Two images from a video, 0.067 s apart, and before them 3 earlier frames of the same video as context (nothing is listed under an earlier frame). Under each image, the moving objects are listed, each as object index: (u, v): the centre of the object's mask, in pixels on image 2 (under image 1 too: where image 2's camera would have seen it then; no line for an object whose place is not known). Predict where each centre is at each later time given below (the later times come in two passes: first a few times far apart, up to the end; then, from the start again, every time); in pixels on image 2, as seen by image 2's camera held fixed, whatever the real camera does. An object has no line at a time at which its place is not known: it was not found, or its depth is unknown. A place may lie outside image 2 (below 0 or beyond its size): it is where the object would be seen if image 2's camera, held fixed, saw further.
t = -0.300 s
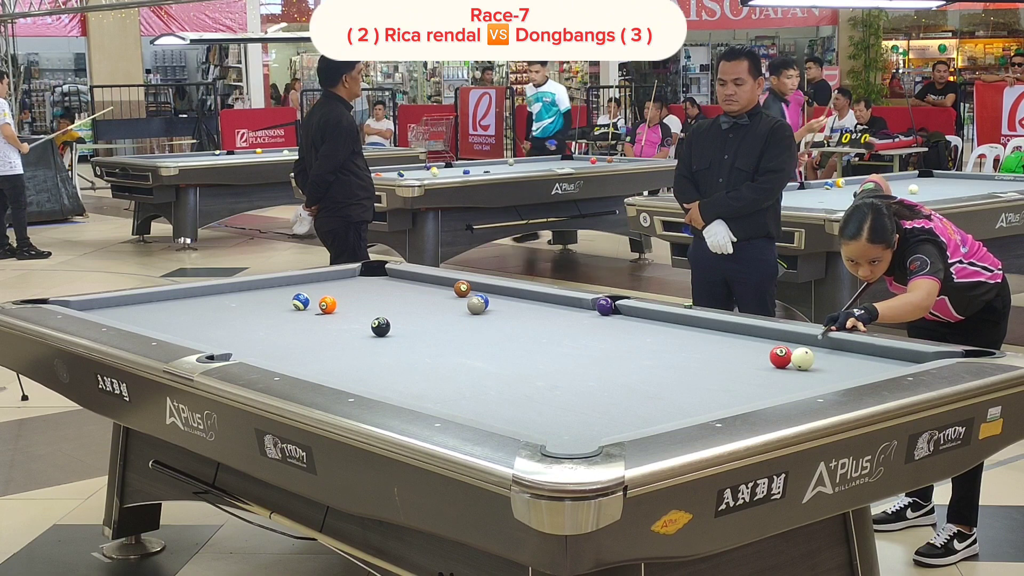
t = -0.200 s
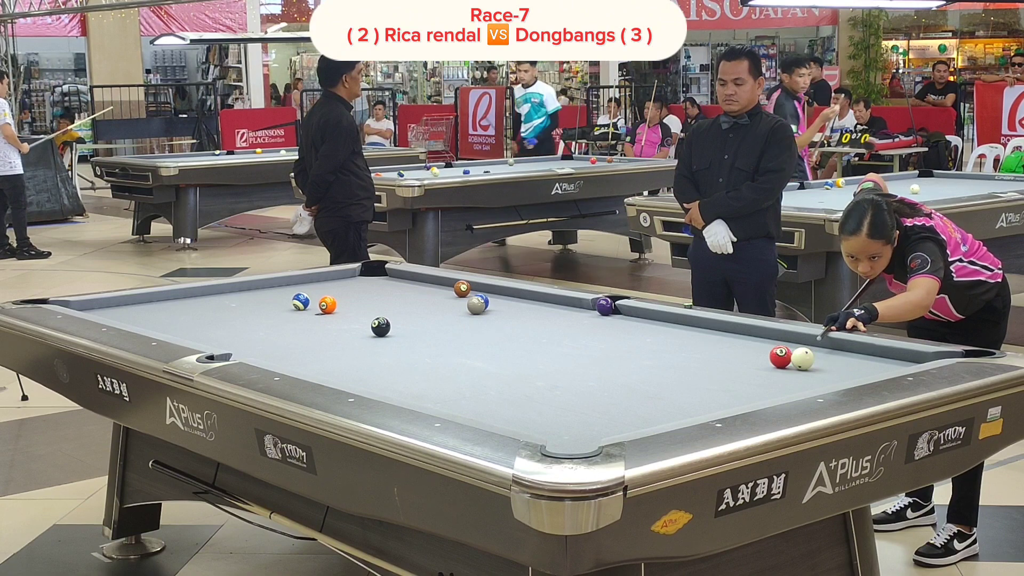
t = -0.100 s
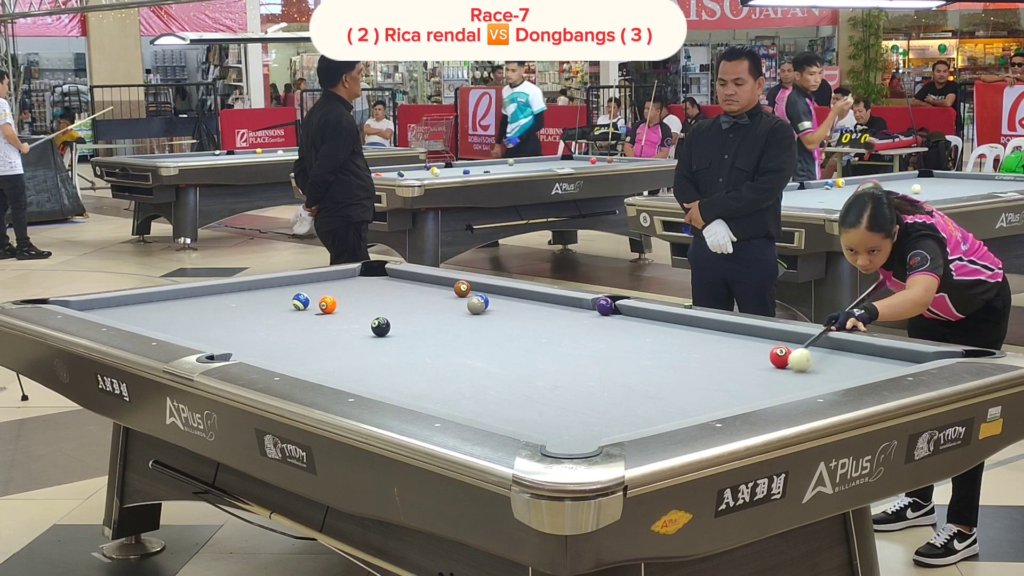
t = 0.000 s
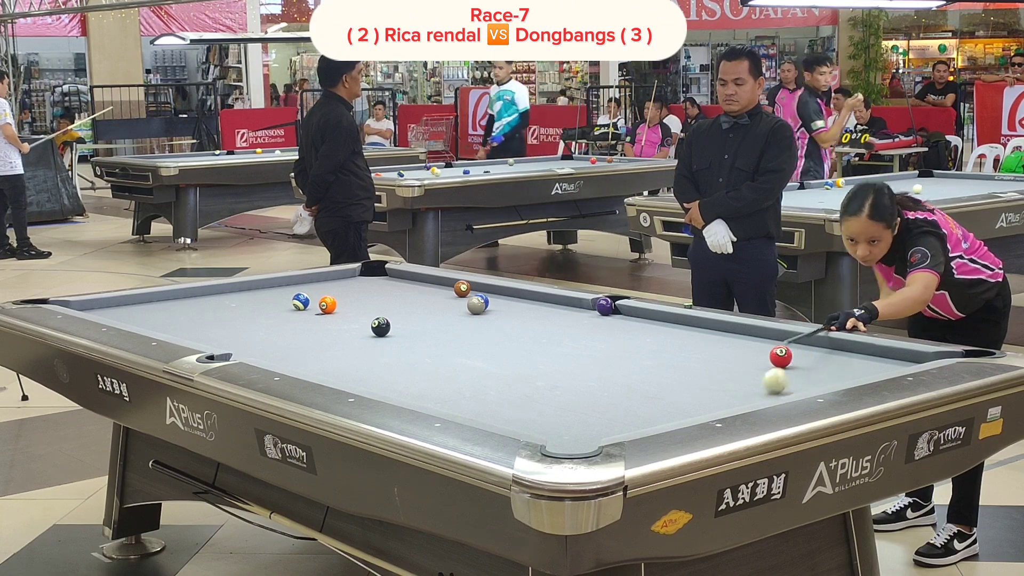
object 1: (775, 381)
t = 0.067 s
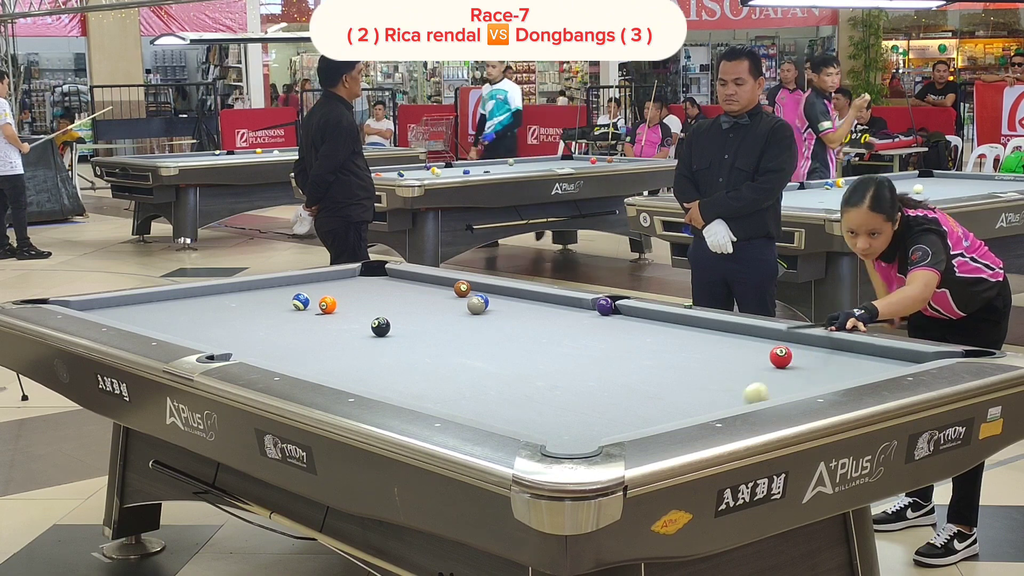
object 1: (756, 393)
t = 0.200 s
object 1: (671, 412)
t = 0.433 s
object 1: (524, 422)
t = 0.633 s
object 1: (541, 396)
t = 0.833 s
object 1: (545, 373)
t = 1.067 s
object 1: (550, 351)
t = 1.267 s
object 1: (554, 334)
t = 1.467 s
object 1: (558, 320)
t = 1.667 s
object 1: (562, 307)
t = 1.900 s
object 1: (542, 300)
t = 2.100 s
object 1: (507, 300)
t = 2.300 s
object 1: (486, 298)
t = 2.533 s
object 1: (465, 292)
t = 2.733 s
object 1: (447, 294)
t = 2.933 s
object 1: (435, 294)
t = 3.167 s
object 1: (419, 292)
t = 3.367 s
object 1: (407, 291)
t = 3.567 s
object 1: (395, 290)
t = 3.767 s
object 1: (385, 289)
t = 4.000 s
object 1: (374, 288)
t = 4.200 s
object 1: (366, 287)
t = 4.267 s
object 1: (363, 287)
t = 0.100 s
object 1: (746, 398)
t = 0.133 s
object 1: (728, 403)
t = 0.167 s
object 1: (698, 408)
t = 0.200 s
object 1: (671, 412)
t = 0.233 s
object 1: (644, 417)
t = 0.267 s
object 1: (616, 421)
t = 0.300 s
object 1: (589, 424)
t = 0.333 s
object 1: (562, 428)
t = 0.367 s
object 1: (535, 426)
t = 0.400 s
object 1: (520, 424)
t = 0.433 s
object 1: (524, 422)
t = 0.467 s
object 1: (529, 418)
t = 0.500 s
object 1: (533, 413)
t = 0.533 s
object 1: (536, 409)
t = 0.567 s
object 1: (538, 404)
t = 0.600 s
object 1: (539, 399)
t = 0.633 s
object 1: (541, 396)
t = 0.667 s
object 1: (541, 391)
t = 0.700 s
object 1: (542, 388)
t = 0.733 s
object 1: (543, 384)
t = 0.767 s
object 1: (544, 380)
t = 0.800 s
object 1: (545, 376)
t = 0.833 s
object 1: (545, 373)
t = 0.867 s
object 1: (546, 369)
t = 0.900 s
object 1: (547, 366)
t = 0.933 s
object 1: (547, 363)
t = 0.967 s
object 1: (548, 360)
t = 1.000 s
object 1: (549, 357)
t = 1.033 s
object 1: (550, 354)
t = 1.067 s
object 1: (550, 351)
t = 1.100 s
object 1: (551, 348)
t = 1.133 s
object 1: (552, 345)
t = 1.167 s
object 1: (552, 342)
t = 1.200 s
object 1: (553, 339)
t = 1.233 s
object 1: (554, 337)
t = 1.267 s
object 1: (554, 334)
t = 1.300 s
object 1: (555, 332)
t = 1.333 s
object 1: (556, 329)
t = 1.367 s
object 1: (556, 327)
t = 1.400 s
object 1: (557, 324)
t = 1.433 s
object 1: (557, 322)
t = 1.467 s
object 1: (558, 320)
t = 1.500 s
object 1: (559, 318)
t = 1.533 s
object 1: (559, 316)
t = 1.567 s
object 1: (560, 313)
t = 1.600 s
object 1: (560, 311)
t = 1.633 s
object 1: (561, 309)
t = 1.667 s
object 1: (562, 307)
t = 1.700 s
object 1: (562, 305)
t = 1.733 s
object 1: (563, 303)
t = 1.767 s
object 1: (563, 302)
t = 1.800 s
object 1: (562, 300)
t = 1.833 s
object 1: (554, 300)
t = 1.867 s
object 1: (548, 300)
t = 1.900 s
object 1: (542, 300)
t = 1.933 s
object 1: (536, 300)
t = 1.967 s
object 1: (530, 300)
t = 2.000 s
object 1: (524, 300)
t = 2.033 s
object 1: (519, 300)
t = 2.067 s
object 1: (513, 300)
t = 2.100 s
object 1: (507, 300)
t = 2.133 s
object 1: (501, 300)
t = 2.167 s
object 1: (496, 300)
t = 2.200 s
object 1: (493, 300)
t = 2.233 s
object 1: (490, 299)
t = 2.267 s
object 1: (488, 299)
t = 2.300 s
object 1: (486, 298)
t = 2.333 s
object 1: (483, 298)
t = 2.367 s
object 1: (480, 296)
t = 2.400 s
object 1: (477, 295)
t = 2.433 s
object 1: (474, 295)
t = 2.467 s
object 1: (471, 293)
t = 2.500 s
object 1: (468, 293)
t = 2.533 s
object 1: (465, 292)
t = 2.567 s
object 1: (462, 292)
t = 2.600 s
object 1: (457, 293)
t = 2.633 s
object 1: (454, 293)
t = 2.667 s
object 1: (452, 293)
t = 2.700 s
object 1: (449, 294)
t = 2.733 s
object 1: (447, 294)
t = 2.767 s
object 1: (445, 294)
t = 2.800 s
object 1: (443, 294)
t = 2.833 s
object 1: (441, 294)
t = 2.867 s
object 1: (439, 294)
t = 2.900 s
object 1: (437, 294)
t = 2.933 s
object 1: (435, 294)
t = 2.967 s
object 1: (432, 294)
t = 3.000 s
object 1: (430, 294)
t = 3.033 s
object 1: (427, 293)
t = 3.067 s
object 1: (425, 293)
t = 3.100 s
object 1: (423, 293)
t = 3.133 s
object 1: (421, 293)
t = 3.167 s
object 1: (419, 292)
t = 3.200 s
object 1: (417, 292)
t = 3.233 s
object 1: (415, 292)
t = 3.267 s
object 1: (413, 292)
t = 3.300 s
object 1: (411, 292)
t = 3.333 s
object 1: (409, 291)
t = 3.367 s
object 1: (407, 291)
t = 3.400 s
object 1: (405, 291)
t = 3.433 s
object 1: (403, 291)
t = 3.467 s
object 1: (401, 291)
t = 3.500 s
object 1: (399, 290)
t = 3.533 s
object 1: (397, 290)
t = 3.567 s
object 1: (395, 290)
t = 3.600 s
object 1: (394, 290)
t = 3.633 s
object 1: (392, 290)
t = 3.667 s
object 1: (390, 290)
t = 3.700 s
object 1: (388, 289)
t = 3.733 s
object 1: (387, 289)
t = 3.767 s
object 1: (385, 289)
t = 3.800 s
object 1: (383, 289)
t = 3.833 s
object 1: (382, 289)
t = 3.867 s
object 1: (380, 289)
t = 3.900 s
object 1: (379, 288)
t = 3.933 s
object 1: (377, 288)
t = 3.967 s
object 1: (375, 288)
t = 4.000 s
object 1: (374, 288)
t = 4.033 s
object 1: (372, 288)
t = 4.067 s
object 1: (371, 288)
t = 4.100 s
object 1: (370, 287)
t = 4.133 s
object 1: (368, 287)
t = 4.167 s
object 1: (367, 287)
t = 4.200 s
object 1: (366, 287)
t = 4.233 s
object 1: (364, 287)
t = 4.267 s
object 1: (363, 287)
